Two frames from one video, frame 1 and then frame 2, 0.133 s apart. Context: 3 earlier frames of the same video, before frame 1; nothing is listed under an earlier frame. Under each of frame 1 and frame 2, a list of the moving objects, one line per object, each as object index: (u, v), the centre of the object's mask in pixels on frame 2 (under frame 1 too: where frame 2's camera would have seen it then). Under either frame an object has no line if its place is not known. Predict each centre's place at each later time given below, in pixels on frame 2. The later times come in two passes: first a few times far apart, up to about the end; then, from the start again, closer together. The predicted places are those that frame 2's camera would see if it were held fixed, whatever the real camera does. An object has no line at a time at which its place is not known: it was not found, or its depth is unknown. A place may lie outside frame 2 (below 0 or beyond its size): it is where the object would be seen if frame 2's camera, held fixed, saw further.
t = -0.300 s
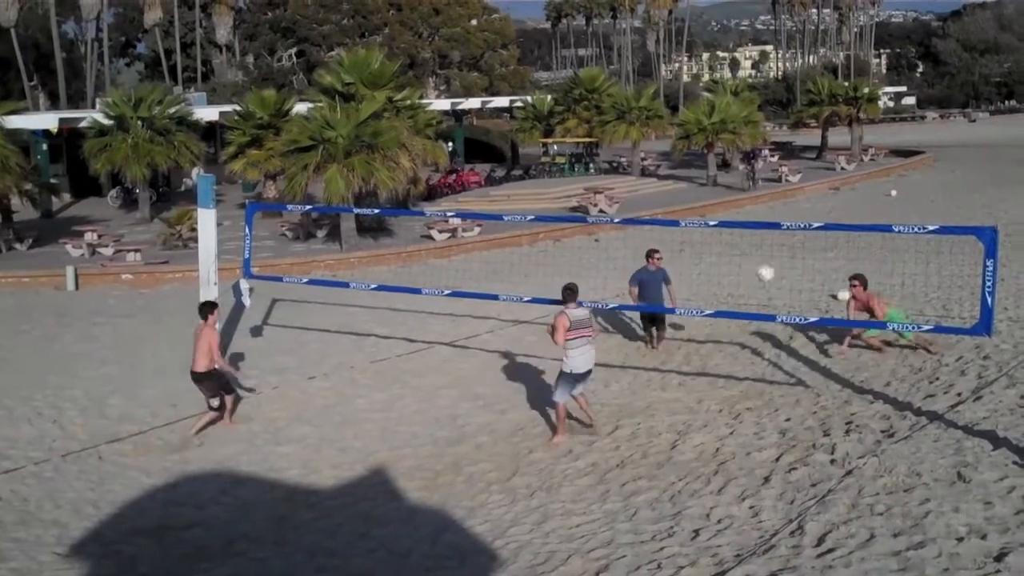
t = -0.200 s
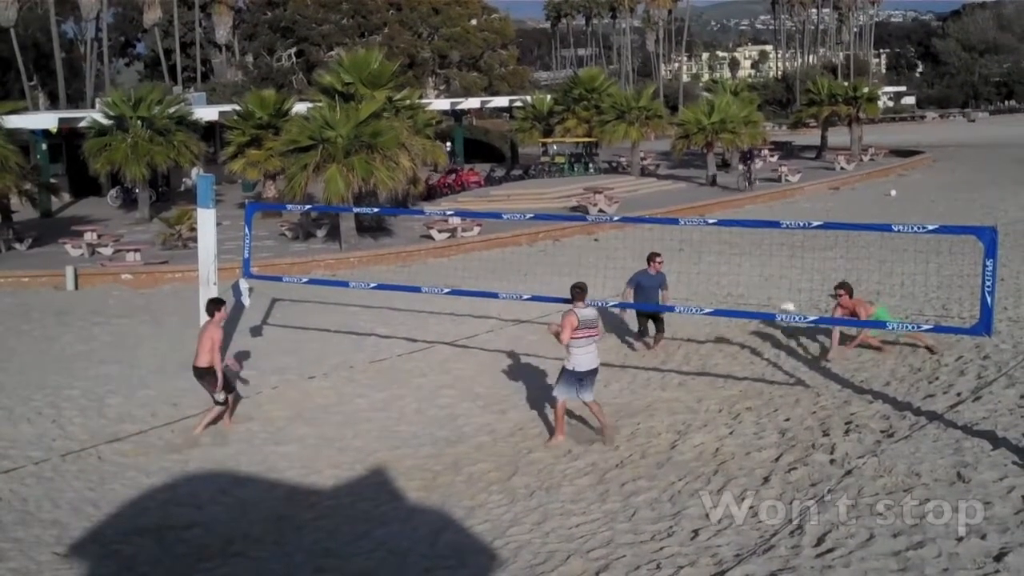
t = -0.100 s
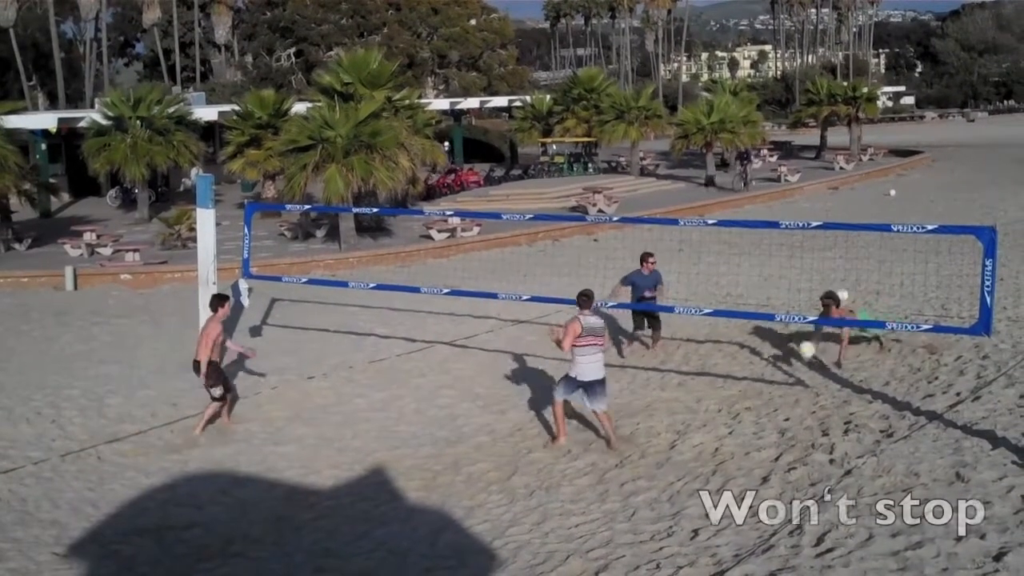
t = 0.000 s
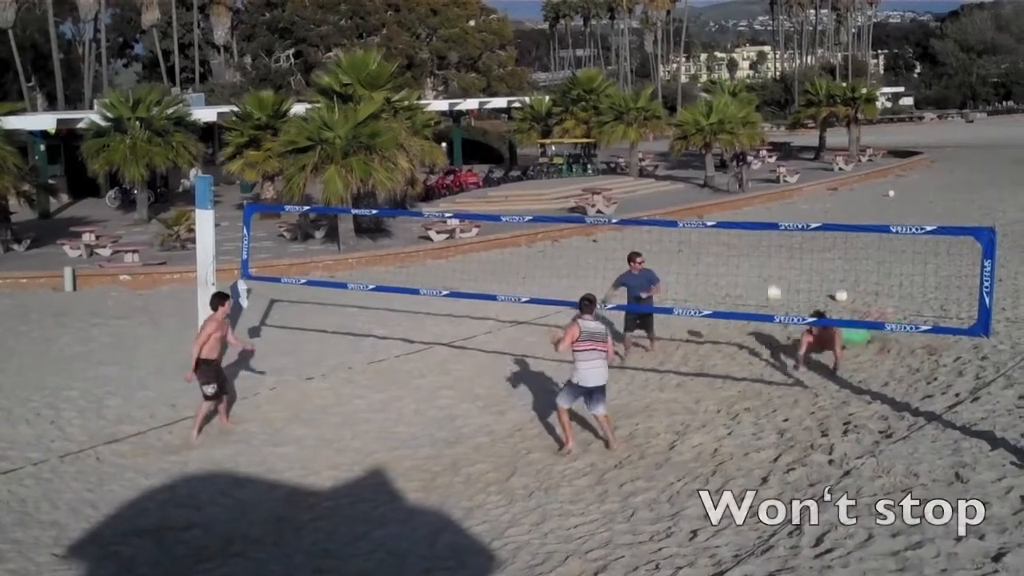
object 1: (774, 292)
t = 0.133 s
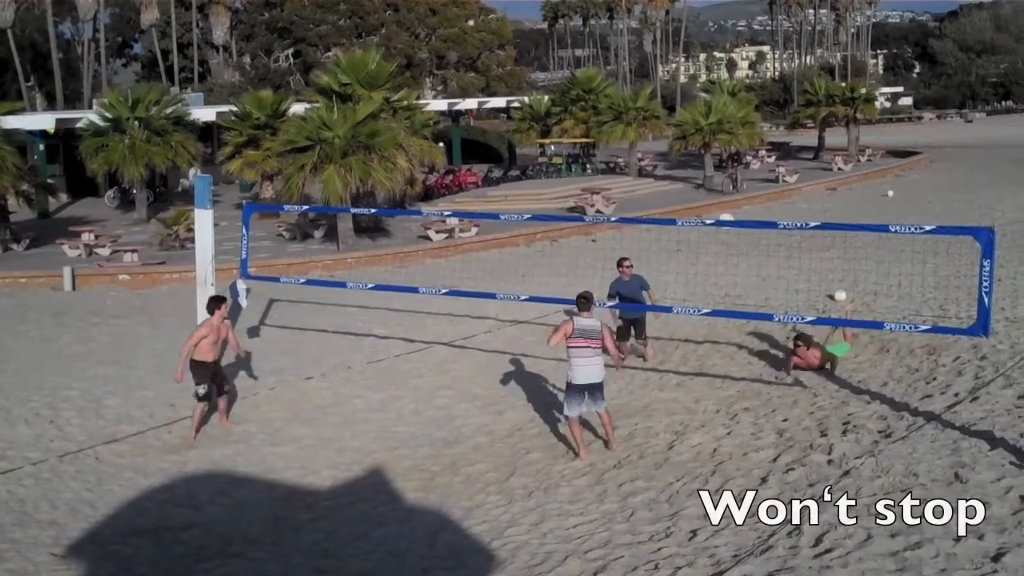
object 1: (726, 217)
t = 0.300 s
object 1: (668, 143)
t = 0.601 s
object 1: (562, 45)
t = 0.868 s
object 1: (465, 13)
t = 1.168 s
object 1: (355, 49)
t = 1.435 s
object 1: (258, 156)
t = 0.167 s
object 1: (714, 204)
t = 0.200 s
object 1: (703, 188)
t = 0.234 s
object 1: (691, 173)
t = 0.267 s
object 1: (679, 158)
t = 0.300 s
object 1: (668, 143)
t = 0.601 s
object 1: (562, 45)
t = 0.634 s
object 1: (550, 38)
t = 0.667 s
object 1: (537, 31)
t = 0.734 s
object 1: (513, 21)
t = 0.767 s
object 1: (501, 17)
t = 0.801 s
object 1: (489, 14)
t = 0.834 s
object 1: (477, 13)
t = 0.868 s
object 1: (465, 13)
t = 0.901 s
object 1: (453, 12)
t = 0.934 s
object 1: (440, 13)
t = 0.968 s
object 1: (428, 15)
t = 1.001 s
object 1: (416, 18)
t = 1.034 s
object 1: (404, 22)
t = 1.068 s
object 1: (392, 28)
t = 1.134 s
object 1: (368, 41)
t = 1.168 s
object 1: (355, 49)
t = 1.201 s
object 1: (343, 58)
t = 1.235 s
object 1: (331, 69)
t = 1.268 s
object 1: (319, 81)
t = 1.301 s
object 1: (307, 94)
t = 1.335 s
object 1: (294, 108)
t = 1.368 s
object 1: (282, 123)
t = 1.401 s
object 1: (270, 139)
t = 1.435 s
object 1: (258, 156)
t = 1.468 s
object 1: (246, 175)
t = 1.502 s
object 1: (234, 194)
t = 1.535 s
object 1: (222, 215)
